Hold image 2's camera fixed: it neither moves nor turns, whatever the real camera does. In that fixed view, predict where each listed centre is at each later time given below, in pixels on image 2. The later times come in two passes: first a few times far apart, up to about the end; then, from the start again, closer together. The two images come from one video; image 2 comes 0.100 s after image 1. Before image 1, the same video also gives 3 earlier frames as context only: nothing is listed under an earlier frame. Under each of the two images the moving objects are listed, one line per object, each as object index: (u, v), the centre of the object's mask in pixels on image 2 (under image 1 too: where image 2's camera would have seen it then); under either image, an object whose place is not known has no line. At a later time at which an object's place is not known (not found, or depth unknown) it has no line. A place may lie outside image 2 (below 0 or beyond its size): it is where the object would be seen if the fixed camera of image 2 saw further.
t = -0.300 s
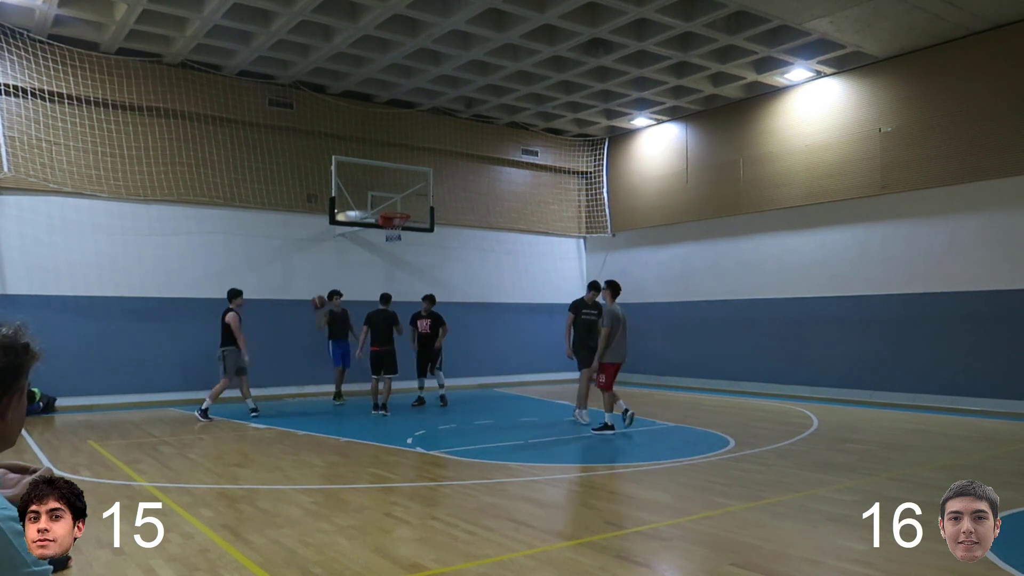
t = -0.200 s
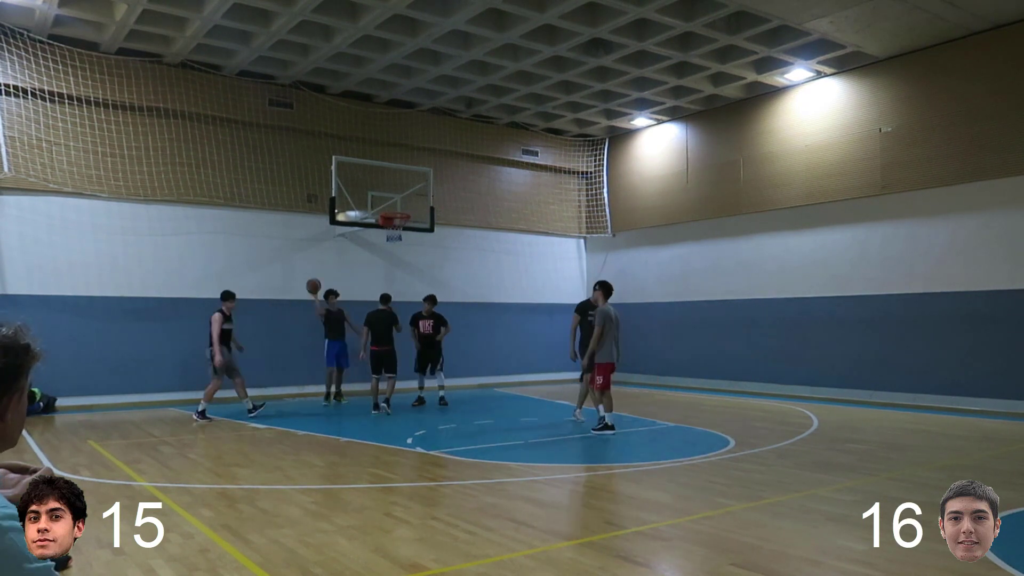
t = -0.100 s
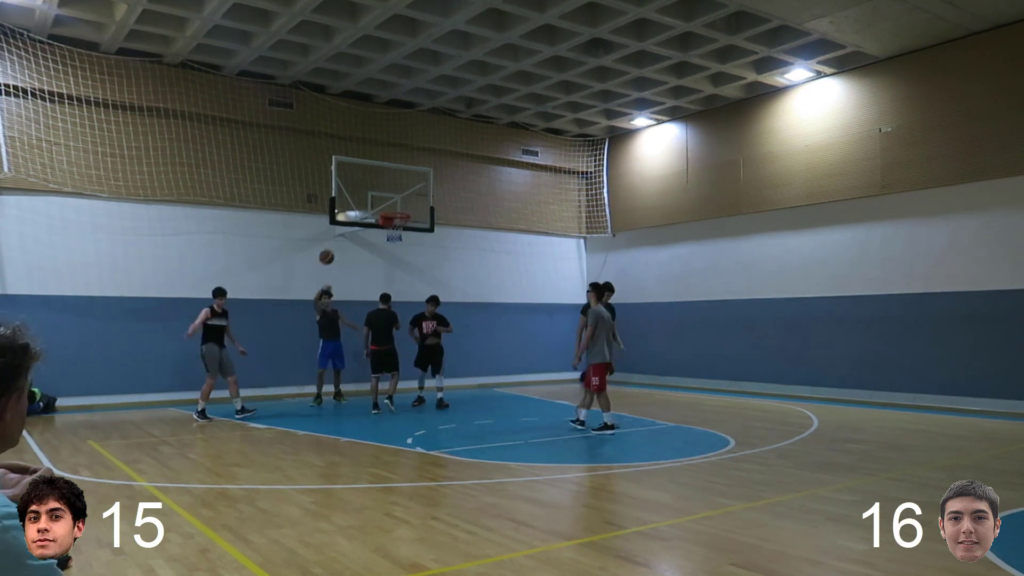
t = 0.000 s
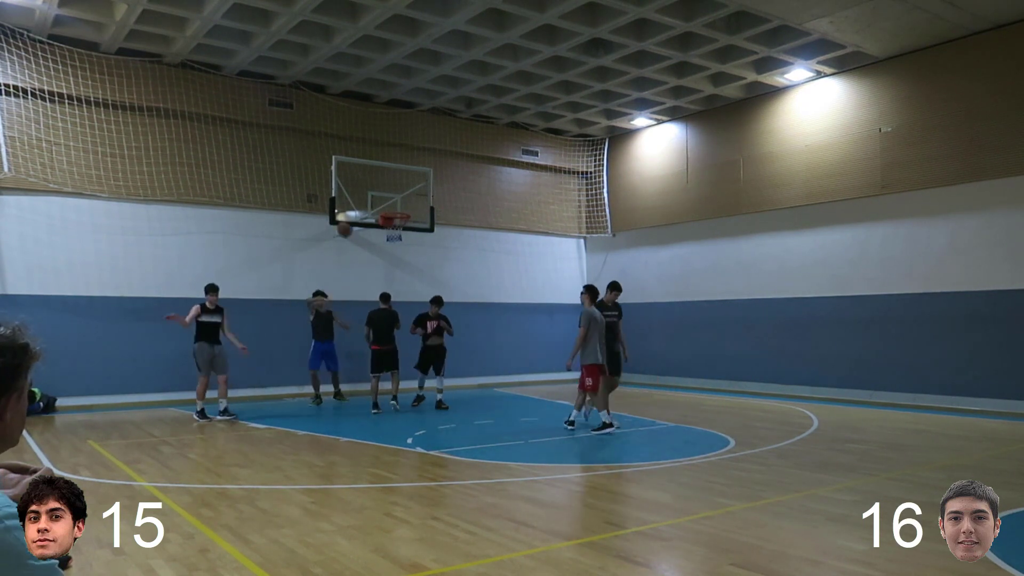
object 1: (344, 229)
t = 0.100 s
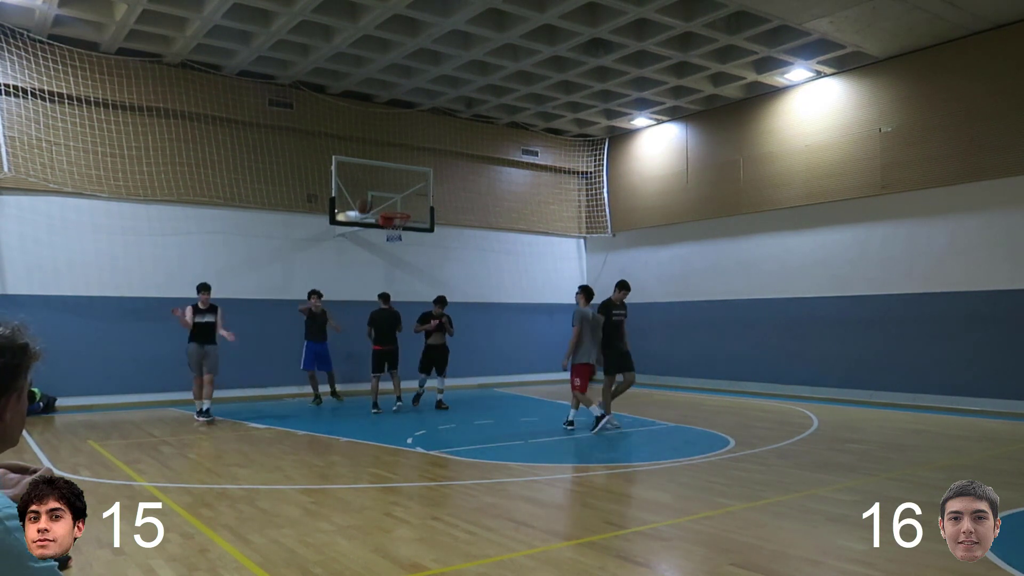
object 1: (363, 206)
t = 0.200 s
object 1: (383, 190)
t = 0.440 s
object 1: (437, 173)
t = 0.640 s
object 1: (486, 192)
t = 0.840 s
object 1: (543, 247)
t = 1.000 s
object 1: (595, 322)
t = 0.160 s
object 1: (375, 195)
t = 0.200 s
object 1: (383, 190)
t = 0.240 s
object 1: (392, 185)
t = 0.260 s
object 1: (396, 182)
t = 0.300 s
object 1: (405, 178)
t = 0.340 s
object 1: (412, 176)
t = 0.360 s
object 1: (418, 175)
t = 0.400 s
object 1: (427, 174)
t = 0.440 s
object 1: (437, 173)
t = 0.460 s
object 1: (441, 174)
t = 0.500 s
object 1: (449, 176)
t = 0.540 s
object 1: (460, 179)
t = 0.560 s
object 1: (465, 181)
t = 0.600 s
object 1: (476, 186)
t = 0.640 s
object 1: (486, 192)
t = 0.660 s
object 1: (492, 196)
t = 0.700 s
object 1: (502, 204)
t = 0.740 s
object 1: (513, 214)
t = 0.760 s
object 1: (519, 220)
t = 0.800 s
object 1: (531, 232)
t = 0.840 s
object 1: (543, 247)
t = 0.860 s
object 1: (549, 254)
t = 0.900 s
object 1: (561, 271)
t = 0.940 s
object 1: (575, 290)
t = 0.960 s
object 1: (582, 300)
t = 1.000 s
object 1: (595, 322)
